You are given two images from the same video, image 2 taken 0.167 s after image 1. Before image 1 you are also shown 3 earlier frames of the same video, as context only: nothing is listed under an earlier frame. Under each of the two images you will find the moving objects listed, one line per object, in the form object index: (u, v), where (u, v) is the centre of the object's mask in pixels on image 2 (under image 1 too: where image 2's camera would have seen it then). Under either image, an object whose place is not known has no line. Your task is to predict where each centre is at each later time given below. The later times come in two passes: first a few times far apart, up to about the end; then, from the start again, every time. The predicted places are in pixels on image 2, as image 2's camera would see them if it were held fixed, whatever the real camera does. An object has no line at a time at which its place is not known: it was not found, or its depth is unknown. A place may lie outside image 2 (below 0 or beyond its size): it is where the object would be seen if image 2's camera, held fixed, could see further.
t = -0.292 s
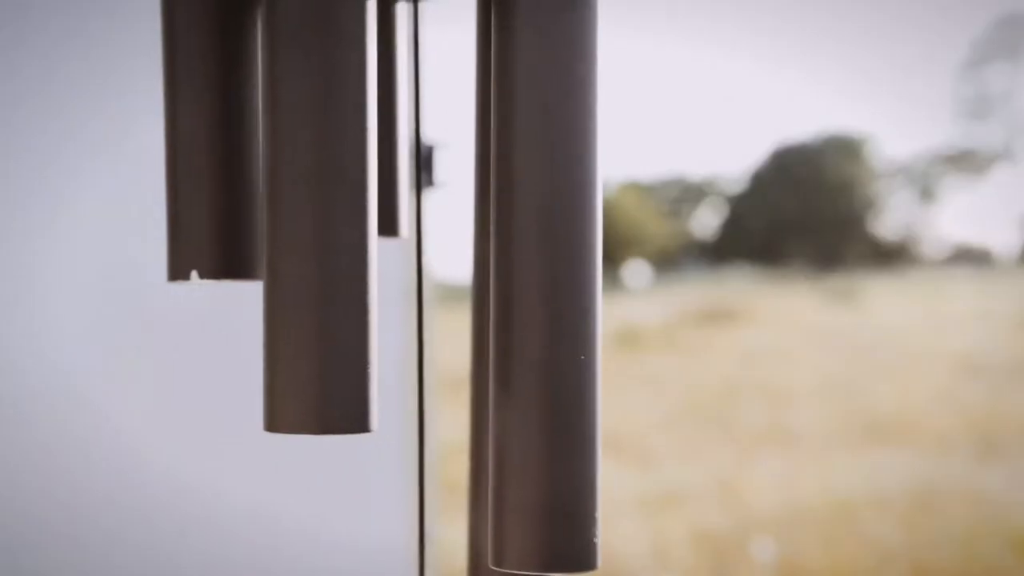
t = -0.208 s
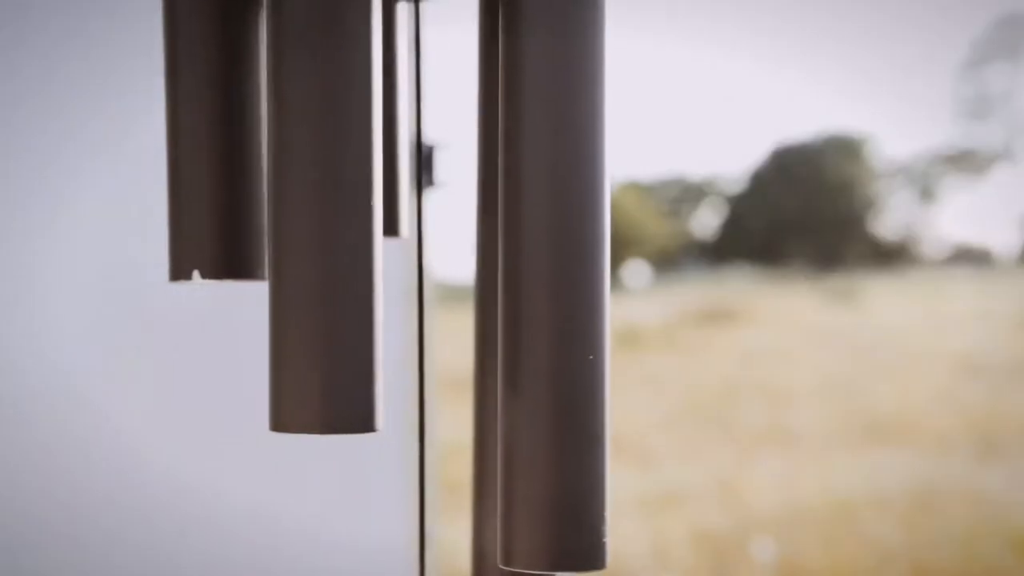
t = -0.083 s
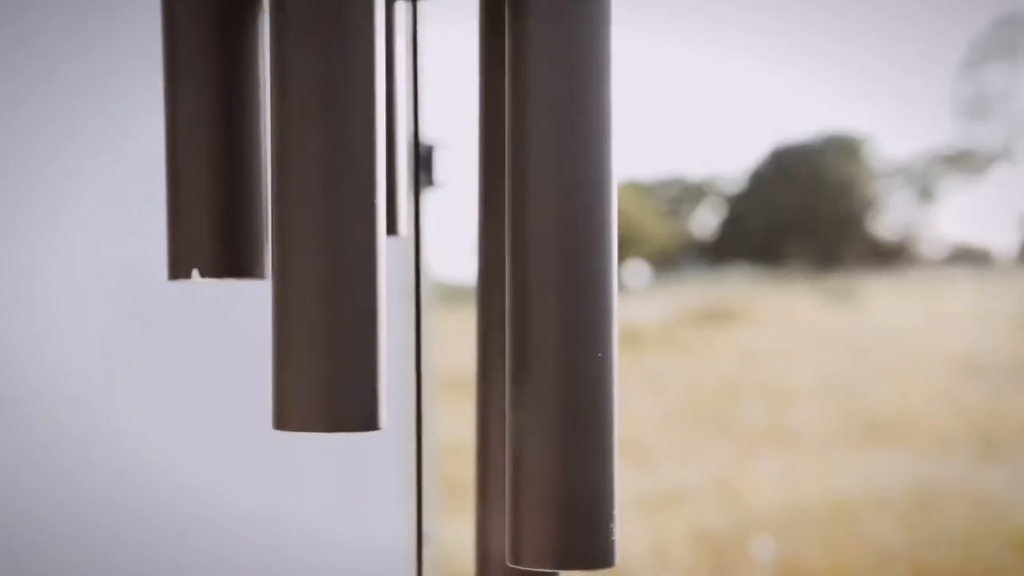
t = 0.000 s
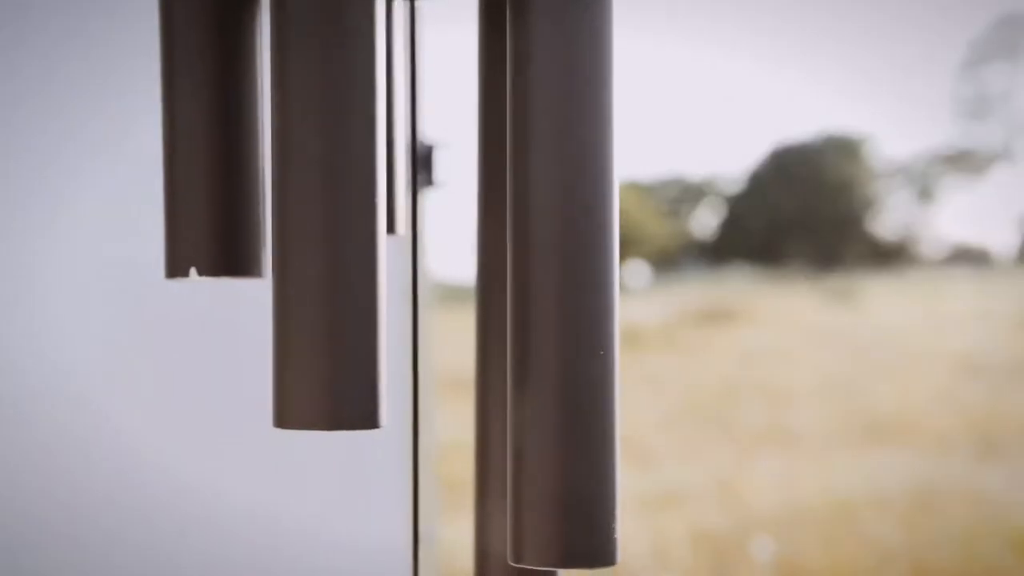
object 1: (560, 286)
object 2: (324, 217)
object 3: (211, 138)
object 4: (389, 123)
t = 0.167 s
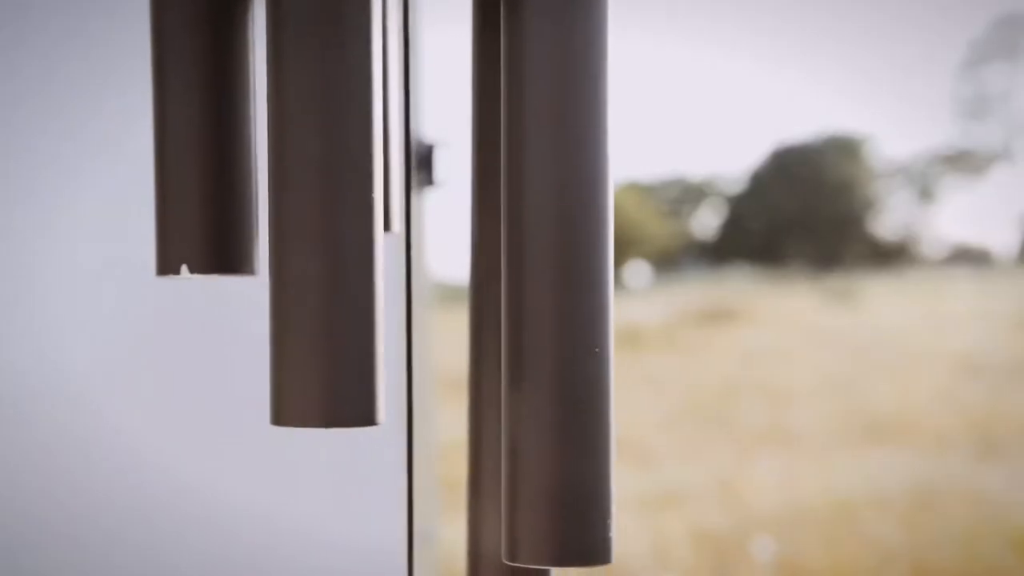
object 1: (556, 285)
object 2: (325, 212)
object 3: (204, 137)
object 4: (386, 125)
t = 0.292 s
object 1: (546, 285)
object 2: (318, 216)
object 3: (201, 137)
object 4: (381, 122)
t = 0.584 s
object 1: (524, 285)
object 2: (306, 217)
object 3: (199, 137)
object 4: (374, 121)
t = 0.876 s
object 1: (523, 286)
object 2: (304, 216)
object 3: (199, 137)
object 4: (375, 120)
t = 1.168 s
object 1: (535, 288)
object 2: (303, 218)
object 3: (200, 139)
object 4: (376, 120)
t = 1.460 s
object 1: (540, 285)
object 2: (311, 217)
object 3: (205, 139)
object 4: (381, 120)
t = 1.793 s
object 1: (528, 283)
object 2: (314, 217)
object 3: (209, 138)
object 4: (382, 122)
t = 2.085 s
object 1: (519, 285)
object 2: (307, 218)
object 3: (202, 139)
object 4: (373, 122)
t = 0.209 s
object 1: (553, 285)
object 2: (322, 216)
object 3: (203, 136)
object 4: (384, 121)
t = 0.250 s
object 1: (550, 285)
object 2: (319, 216)
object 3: (202, 137)
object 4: (383, 123)
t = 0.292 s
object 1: (546, 285)
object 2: (318, 216)
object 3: (201, 137)
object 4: (381, 122)
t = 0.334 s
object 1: (542, 285)
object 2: (316, 216)
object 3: (200, 137)
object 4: (379, 121)
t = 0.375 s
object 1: (538, 286)
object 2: (315, 215)
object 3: (200, 137)
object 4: (378, 122)
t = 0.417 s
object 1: (535, 285)
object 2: (312, 216)
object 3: (200, 137)
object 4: (376, 124)
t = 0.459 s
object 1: (532, 285)
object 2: (311, 217)
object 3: (200, 137)
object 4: (376, 123)
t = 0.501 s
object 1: (529, 285)
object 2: (309, 216)
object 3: (200, 137)
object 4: (375, 122)
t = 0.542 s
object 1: (526, 285)
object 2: (308, 217)
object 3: (200, 137)
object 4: (374, 121)
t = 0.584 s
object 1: (524, 285)
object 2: (306, 217)
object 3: (199, 137)
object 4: (374, 121)
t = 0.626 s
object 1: (523, 286)
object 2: (307, 215)
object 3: (199, 137)
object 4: (374, 120)
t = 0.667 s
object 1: (522, 286)
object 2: (306, 215)
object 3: (199, 137)
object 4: (374, 122)
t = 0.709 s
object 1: (521, 287)
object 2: (305, 217)
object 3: (199, 137)
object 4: (374, 122)
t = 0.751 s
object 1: (521, 287)
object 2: (305, 217)
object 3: (199, 137)
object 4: (374, 121)
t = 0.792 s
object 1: (521, 286)
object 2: (305, 216)
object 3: (199, 137)
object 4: (375, 121)
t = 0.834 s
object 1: (522, 286)
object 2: (305, 216)
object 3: (199, 137)
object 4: (375, 122)
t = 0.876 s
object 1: (523, 286)
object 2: (304, 216)
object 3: (199, 137)
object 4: (375, 120)
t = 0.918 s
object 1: (525, 285)
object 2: (304, 217)
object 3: (199, 137)
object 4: (375, 120)
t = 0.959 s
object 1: (526, 285)
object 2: (304, 217)
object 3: (199, 138)
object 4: (375, 119)
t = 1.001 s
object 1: (527, 285)
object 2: (303, 218)
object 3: (199, 138)
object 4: (376, 119)
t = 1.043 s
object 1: (529, 285)
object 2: (303, 218)
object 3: (199, 138)
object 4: (376, 120)
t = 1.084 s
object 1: (531, 286)
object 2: (303, 218)
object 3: (199, 138)
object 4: (376, 120)
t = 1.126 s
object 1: (534, 288)
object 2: (303, 218)
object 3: (200, 138)
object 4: (376, 121)
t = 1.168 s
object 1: (535, 288)
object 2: (303, 218)
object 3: (200, 139)
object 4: (376, 120)
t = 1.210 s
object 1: (536, 288)
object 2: (304, 218)
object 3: (200, 139)
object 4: (376, 120)
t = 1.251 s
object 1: (538, 288)
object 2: (305, 218)
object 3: (200, 139)
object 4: (377, 120)
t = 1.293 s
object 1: (539, 288)
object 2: (306, 218)
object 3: (201, 139)
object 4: (377, 120)
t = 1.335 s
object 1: (539, 287)
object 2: (307, 218)
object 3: (201, 139)
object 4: (378, 120)
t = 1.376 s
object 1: (540, 286)
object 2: (309, 218)
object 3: (202, 139)
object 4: (379, 120)
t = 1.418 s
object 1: (540, 286)
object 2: (310, 218)
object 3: (203, 139)
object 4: (380, 120)
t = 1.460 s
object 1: (540, 285)
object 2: (311, 217)
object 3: (205, 139)
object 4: (381, 120)
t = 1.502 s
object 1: (540, 285)
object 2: (312, 217)
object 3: (206, 139)
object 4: (381, 119)
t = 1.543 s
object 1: (539, 285)
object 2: (313, 217)
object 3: (207, 139)
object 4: (382, 120)
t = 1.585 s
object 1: (537, 286)
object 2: (313, 217)
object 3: (207, 138)
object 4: (382, 120)
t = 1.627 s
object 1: (536, 285)
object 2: (314, 217)
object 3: (208, 138)
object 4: (382, 120)
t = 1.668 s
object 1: (534, 285)
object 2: (314, 217)
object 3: (208, 138)
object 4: (382, 120)
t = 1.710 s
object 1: (532, 285)
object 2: (314, 217)
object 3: (209, 138)
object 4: (382, 120)
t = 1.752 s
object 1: (529, 284)
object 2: (314, 217)
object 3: (209, 138)
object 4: (382, 121)
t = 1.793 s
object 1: (528, 283)
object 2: (314, 217)
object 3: (209, 138)
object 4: (382, 122)
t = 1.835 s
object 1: (526, 283)
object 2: (314, 217)
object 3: (208, 139)
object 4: (381, 123)
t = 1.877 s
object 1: (524, 282)
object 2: (313, 217)
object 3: (208, 138)
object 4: (380, 123)
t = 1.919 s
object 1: (524, 284)
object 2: (312, 217)
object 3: (207, 139)
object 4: (379, 122)
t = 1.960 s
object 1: (522, 284)
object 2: (311, 217)
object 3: (206, 139)
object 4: (378, 121)
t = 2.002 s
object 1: (521, 284)
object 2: (309, 218)
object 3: (205, 139)
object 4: (376, 123)
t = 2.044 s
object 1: (520, 284)
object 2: (308, 218)
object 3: (204, 139)
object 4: (375, 124)
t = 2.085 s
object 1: (519, 285)
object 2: (307, 218)
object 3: (202, 139)
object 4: (373, 122)
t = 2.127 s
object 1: (519, 285)
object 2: (306, 218)
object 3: (201, 140)
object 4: (371, 124)
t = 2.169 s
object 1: (519, 285)
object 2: (305, 218)
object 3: (199, 140)
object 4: (370, 122)
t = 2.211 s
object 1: (519, 285)
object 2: (304, 218)
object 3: (198, 140)
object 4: (369, 122)
